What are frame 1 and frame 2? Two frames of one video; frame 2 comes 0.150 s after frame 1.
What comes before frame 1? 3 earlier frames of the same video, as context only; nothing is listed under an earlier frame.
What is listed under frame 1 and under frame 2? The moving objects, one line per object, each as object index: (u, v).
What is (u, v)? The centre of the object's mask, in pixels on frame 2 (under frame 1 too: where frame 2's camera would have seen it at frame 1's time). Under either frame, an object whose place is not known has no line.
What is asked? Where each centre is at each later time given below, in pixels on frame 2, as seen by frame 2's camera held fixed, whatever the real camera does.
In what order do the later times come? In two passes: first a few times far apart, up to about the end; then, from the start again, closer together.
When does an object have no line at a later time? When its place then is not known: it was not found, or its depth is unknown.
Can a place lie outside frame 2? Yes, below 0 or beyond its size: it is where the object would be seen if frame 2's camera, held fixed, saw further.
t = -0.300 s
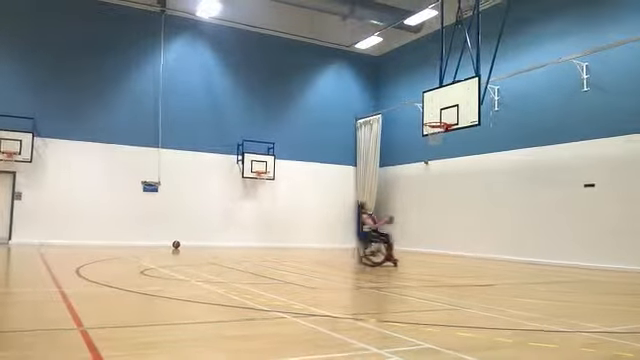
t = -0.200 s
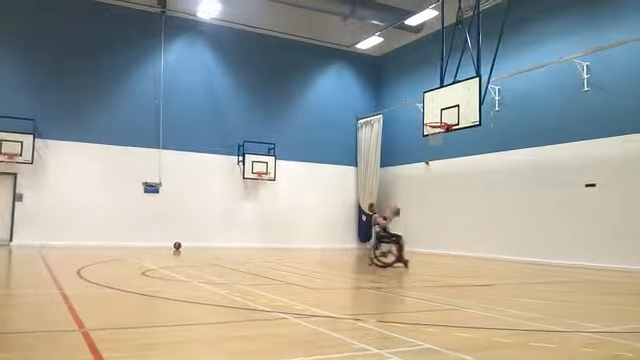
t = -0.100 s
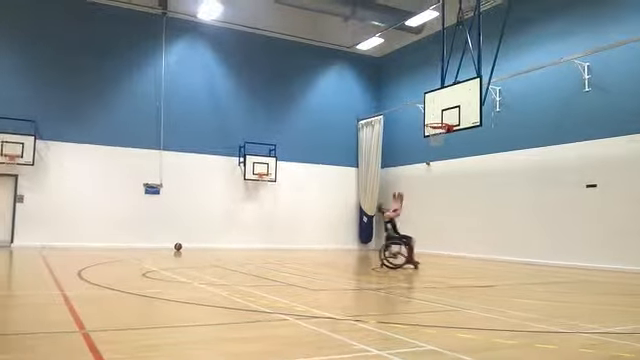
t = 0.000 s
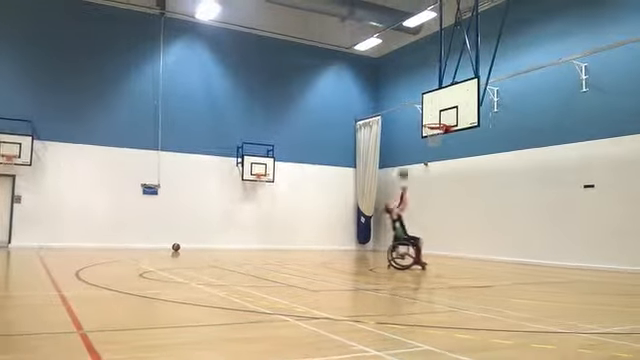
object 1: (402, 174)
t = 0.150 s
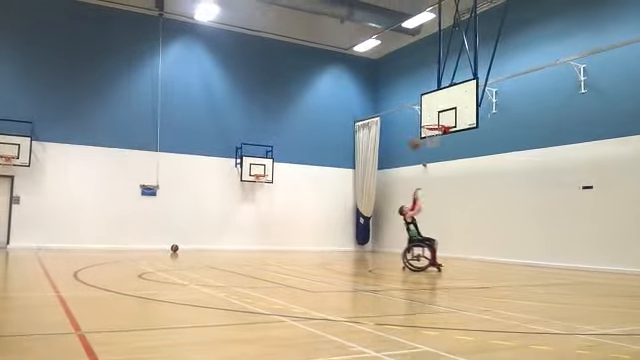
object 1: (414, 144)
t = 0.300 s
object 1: (425, 126)
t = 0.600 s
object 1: (435, 122)
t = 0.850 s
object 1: (433, 140)
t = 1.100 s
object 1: (428, 168)
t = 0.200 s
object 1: (416, 142)
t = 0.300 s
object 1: (425, 126)
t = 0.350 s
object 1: (430, 120)
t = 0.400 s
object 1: (433, 119)
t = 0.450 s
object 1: (437, 117)
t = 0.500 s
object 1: (437, 118)
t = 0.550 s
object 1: (436, 120)
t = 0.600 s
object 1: (435, 122)
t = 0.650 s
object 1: (435, 125)
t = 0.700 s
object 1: (434, 127)
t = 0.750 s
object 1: (432, 141)
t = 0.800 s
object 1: (433, 138)
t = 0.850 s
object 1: (433, 140)
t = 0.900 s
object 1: (431, 143)
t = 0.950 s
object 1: (429, 149)
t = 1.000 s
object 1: (429, 152)
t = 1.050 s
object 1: (428, 163)
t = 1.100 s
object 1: (428, 168)
